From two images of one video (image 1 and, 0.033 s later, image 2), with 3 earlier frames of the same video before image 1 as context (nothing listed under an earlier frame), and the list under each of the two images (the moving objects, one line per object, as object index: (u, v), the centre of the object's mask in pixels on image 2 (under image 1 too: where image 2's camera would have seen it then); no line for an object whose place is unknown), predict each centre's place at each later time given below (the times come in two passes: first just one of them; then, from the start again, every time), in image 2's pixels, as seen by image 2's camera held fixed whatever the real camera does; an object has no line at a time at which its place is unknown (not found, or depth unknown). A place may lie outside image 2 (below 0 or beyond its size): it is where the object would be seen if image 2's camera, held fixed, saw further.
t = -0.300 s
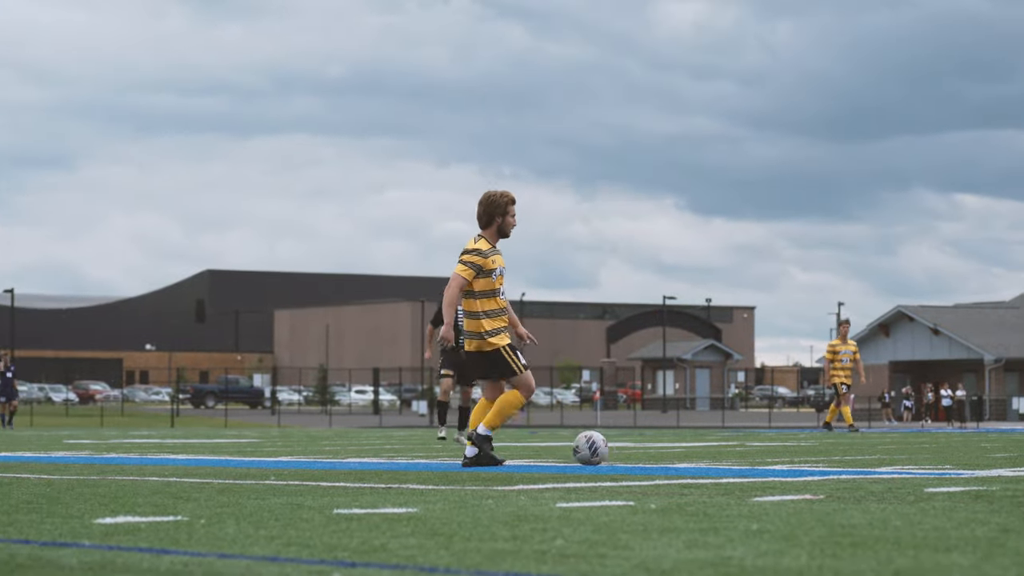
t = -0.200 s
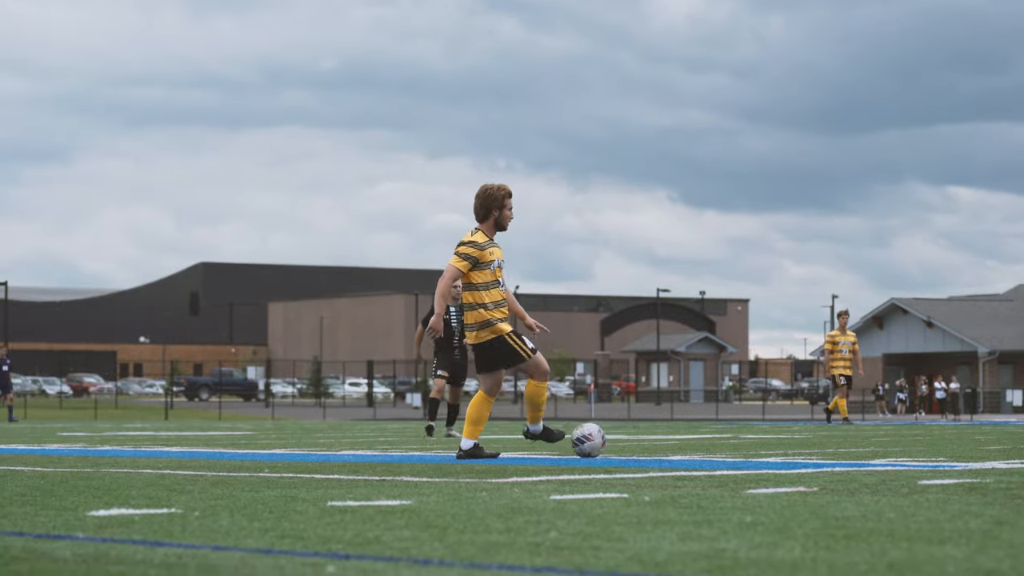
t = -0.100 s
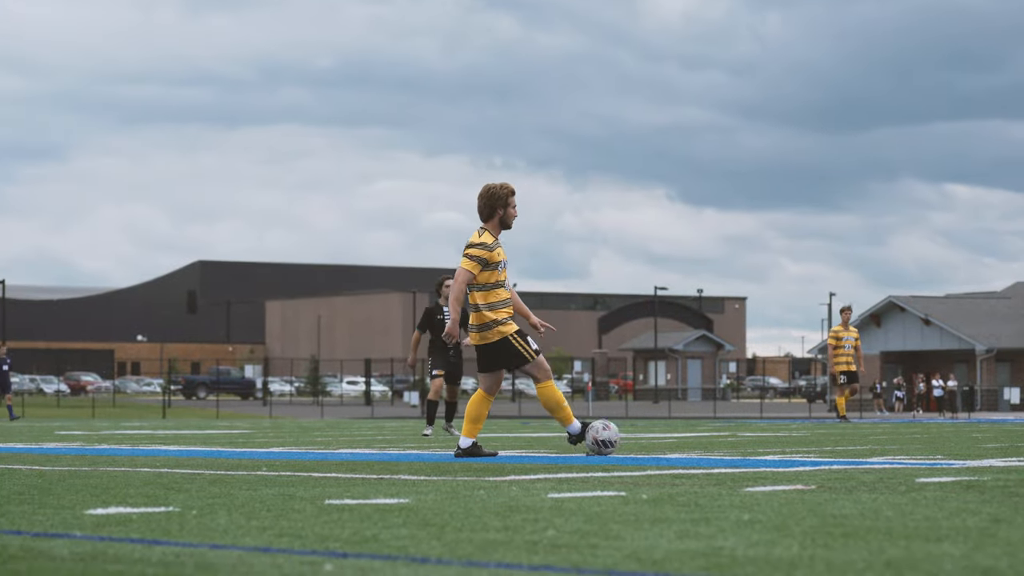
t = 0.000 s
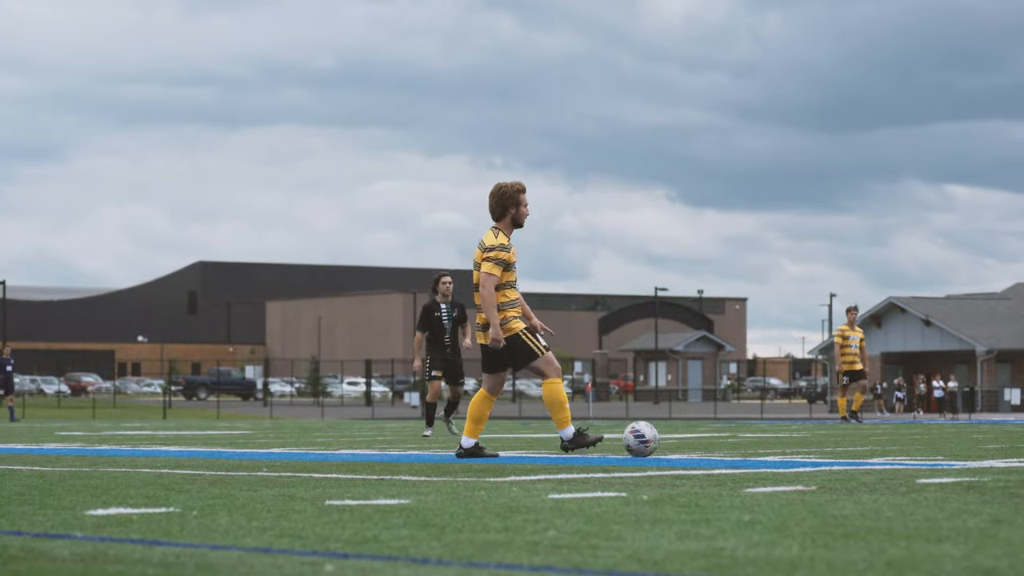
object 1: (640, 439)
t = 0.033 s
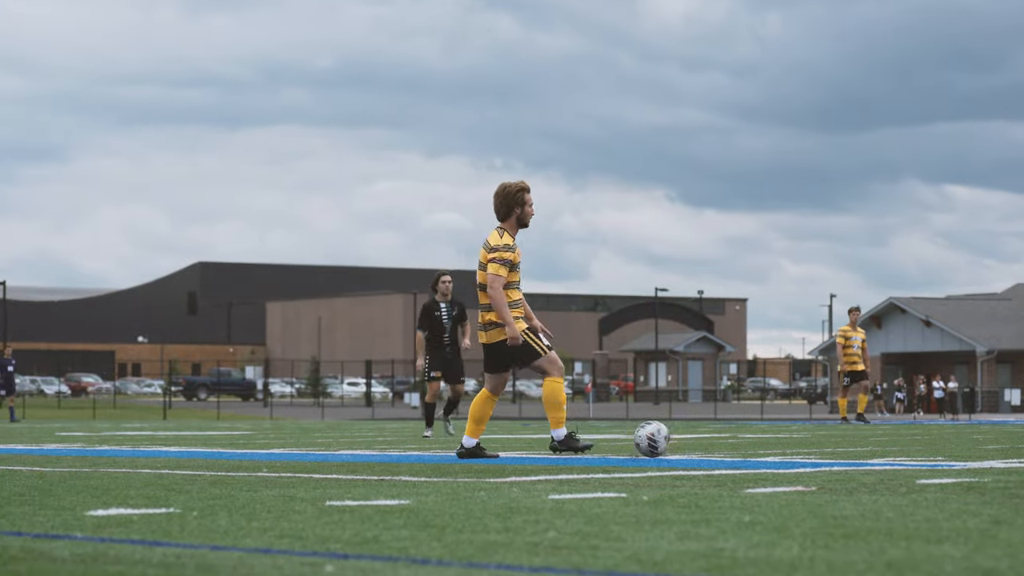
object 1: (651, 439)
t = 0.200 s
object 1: (708, 440)
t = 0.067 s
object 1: (663, 440)
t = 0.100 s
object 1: (674, 440)
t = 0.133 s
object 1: (686, 440)
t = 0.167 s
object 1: (697, 440)
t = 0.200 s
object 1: (708, 440)
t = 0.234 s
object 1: (719, 440)
